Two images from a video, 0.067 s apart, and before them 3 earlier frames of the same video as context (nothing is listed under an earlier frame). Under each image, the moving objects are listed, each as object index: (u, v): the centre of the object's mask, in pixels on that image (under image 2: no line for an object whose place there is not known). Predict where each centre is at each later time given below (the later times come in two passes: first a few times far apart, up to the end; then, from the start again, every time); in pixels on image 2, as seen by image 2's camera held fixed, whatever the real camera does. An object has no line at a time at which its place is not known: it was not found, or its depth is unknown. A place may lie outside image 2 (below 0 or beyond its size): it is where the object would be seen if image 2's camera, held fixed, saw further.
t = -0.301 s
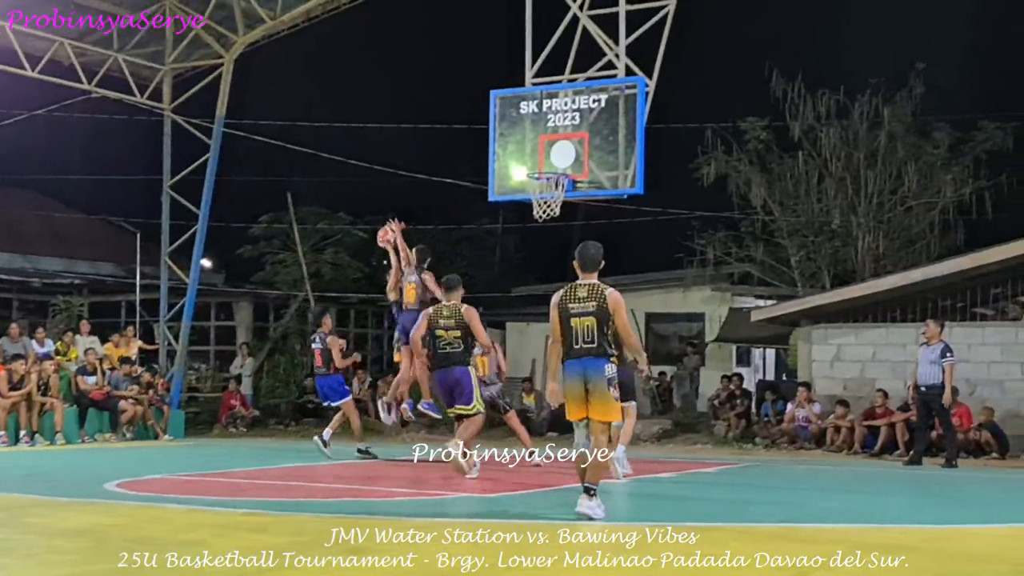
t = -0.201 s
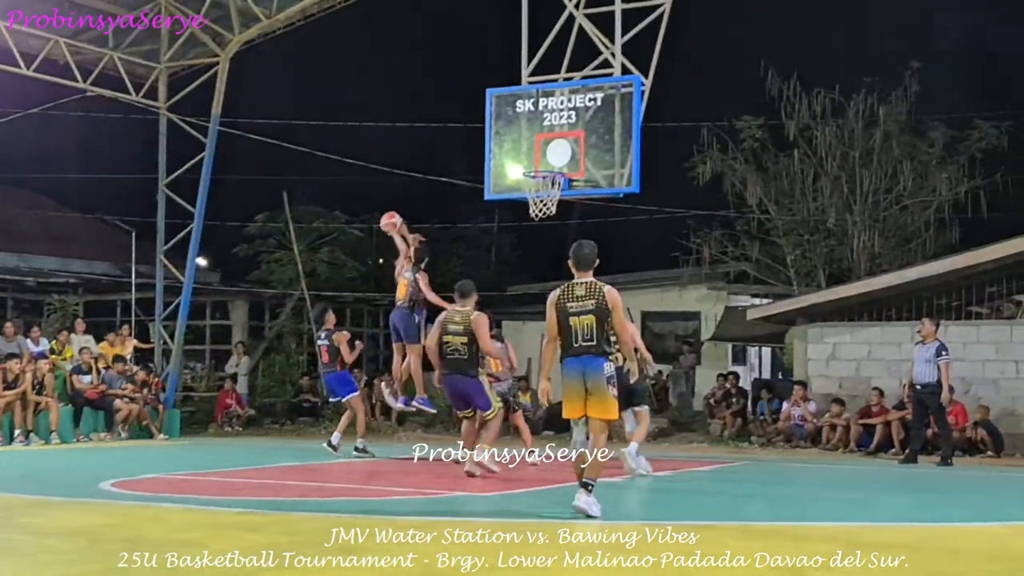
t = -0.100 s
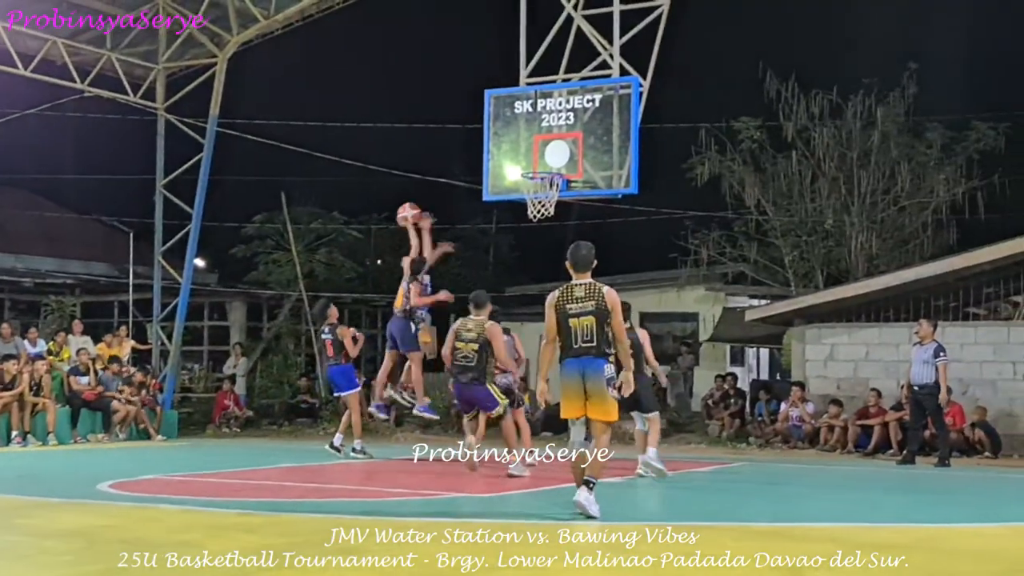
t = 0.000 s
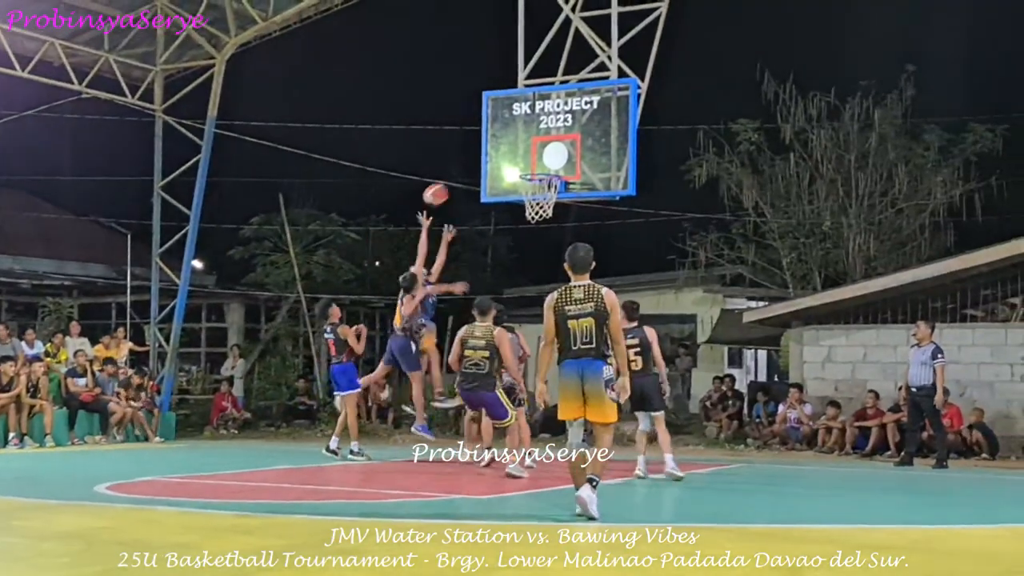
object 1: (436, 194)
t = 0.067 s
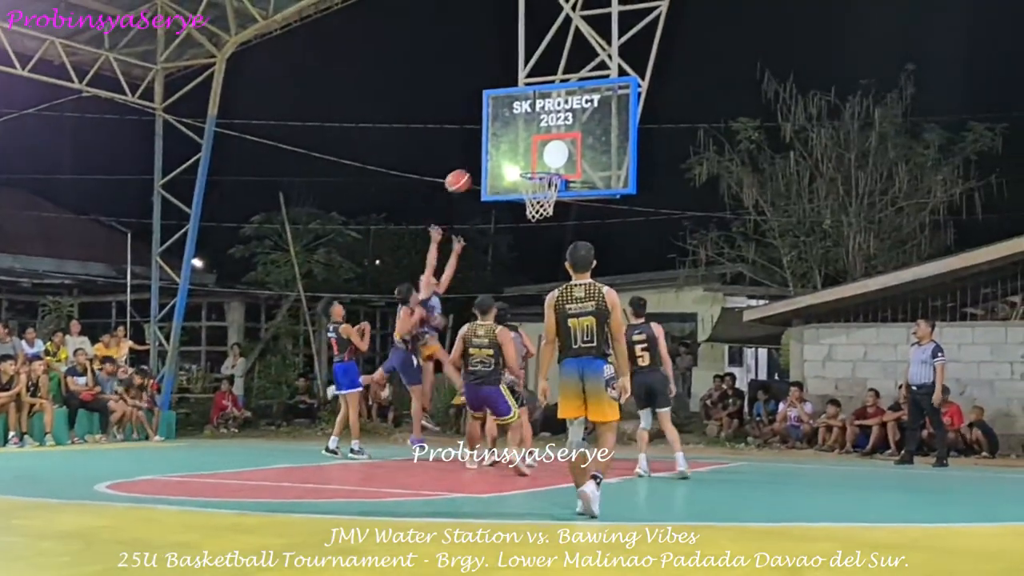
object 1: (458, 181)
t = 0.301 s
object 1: (475, 177)
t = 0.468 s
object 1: (477, 204)
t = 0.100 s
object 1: (469, 177)
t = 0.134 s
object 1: (474, 174)
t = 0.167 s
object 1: (475, 173)
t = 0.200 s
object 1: (475, 172)
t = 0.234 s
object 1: (475, 172)
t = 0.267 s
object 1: (475, 173)
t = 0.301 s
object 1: (475, 177)
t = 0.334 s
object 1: (476, 180)
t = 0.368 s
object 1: (476, 184)
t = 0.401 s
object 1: (476, 190)
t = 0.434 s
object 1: (477, 197)
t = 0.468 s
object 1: (477, 204)
